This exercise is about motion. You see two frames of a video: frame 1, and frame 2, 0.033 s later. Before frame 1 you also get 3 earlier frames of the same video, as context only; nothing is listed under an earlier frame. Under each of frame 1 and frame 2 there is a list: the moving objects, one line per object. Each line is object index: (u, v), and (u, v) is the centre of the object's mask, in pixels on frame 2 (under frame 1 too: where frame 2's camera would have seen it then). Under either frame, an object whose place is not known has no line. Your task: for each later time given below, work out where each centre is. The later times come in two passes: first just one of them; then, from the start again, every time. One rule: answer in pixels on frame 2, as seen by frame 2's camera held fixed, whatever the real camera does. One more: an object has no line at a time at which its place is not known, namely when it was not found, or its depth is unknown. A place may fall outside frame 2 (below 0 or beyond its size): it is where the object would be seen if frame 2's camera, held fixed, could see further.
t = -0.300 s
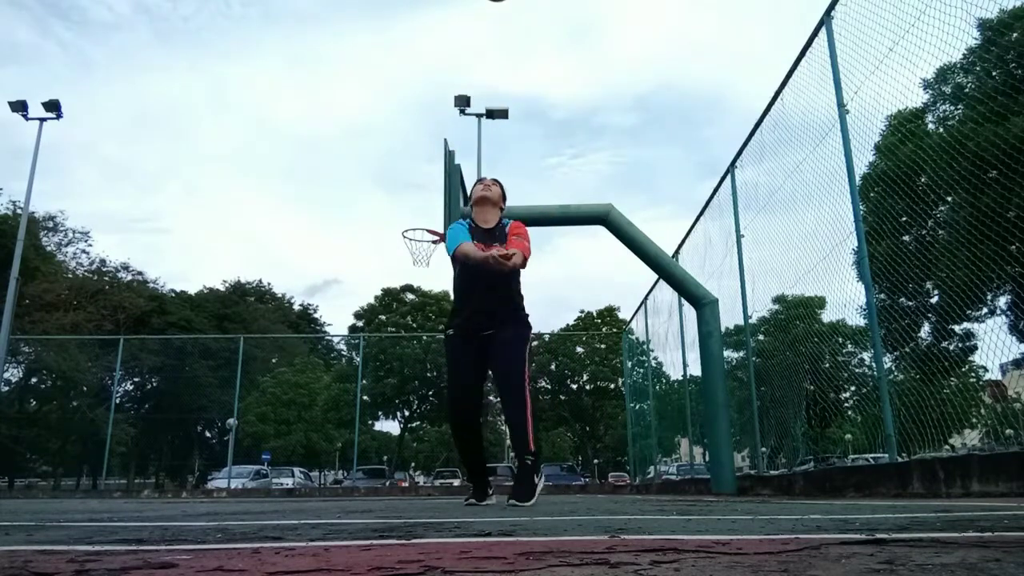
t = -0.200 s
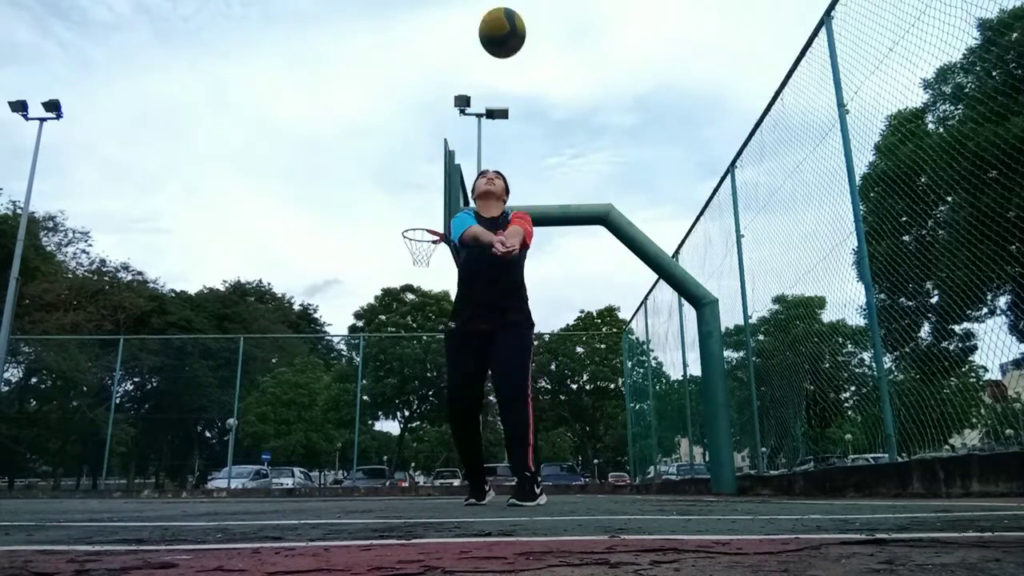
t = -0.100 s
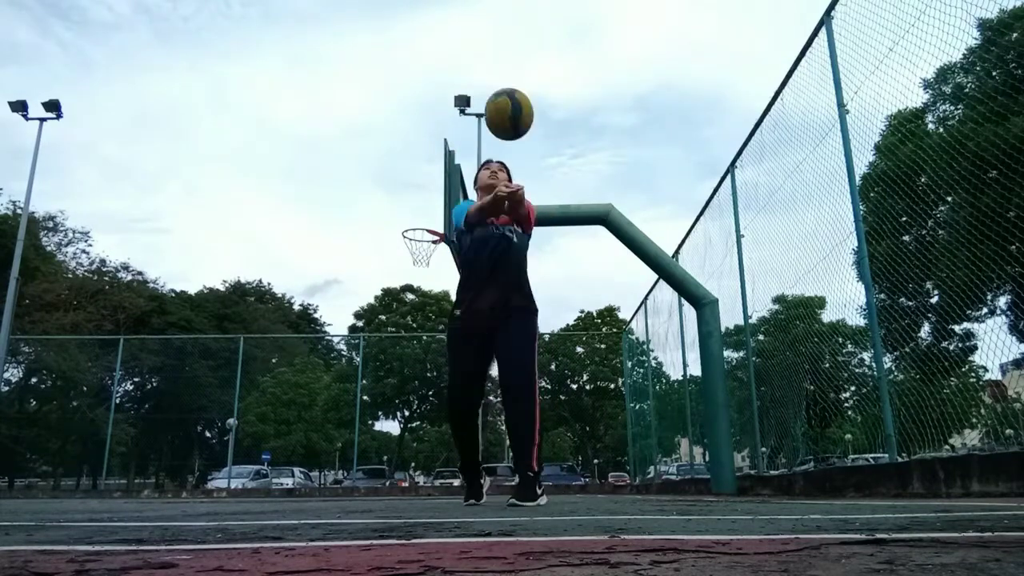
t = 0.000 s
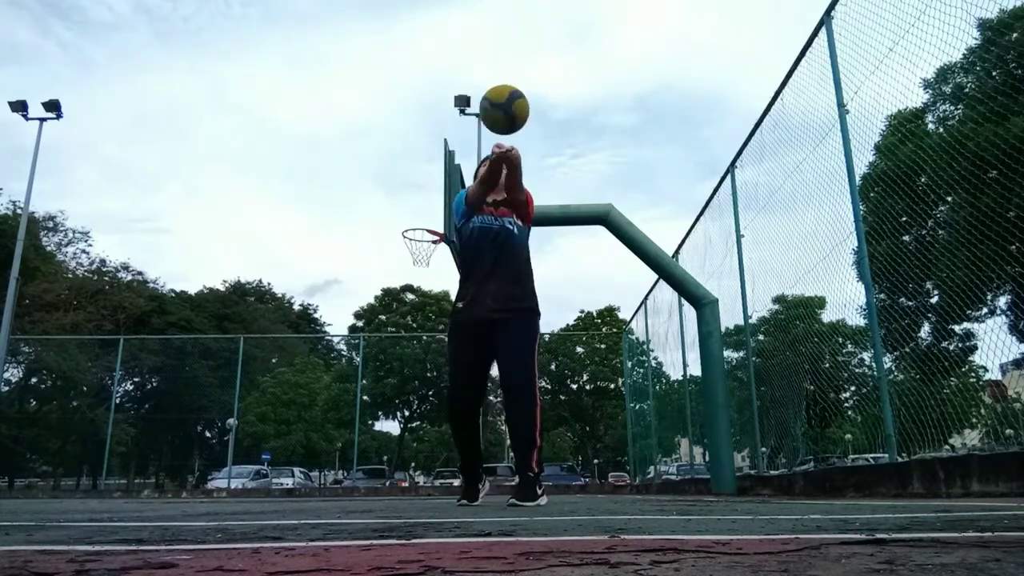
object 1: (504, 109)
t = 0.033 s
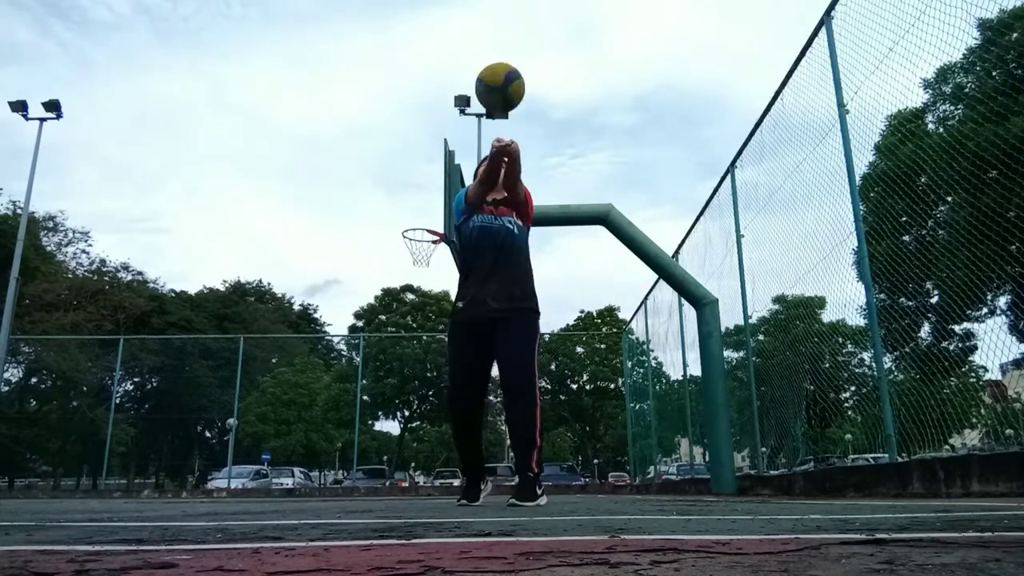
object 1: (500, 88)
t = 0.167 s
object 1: (483, 22)
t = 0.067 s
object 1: (495, 68)
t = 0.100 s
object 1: (491, 50)
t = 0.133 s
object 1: (487, 34)
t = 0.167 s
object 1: (483, 22)
